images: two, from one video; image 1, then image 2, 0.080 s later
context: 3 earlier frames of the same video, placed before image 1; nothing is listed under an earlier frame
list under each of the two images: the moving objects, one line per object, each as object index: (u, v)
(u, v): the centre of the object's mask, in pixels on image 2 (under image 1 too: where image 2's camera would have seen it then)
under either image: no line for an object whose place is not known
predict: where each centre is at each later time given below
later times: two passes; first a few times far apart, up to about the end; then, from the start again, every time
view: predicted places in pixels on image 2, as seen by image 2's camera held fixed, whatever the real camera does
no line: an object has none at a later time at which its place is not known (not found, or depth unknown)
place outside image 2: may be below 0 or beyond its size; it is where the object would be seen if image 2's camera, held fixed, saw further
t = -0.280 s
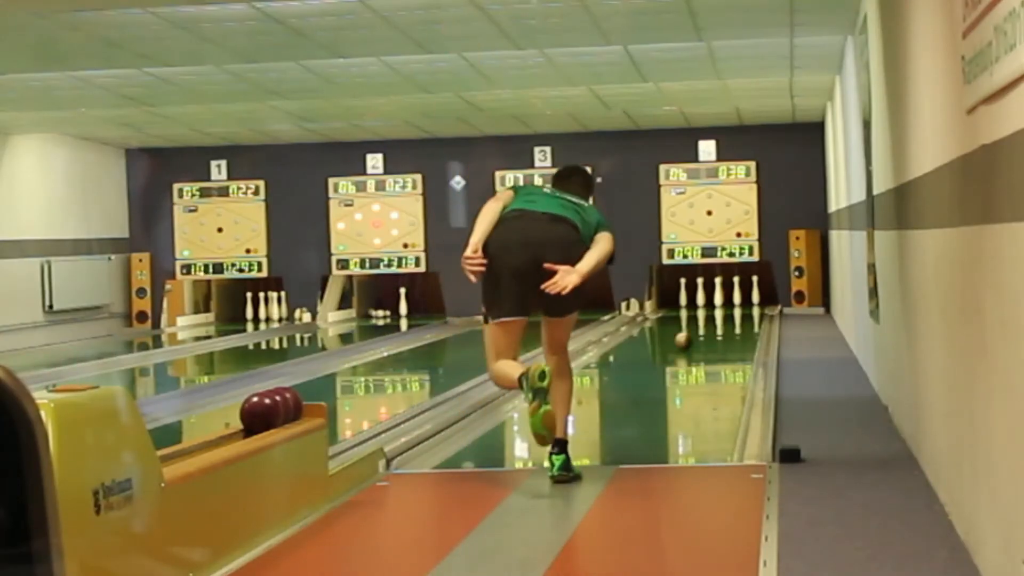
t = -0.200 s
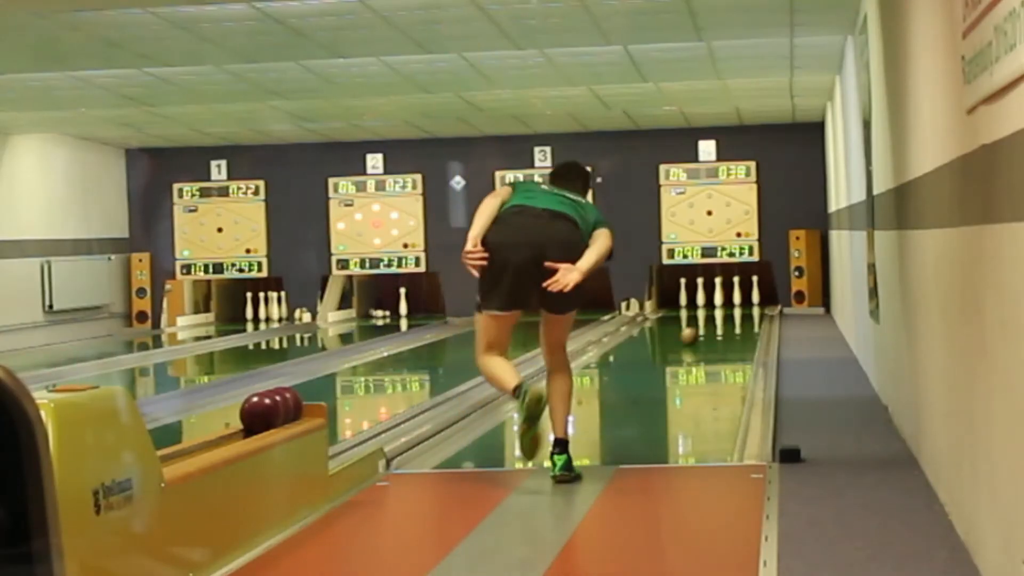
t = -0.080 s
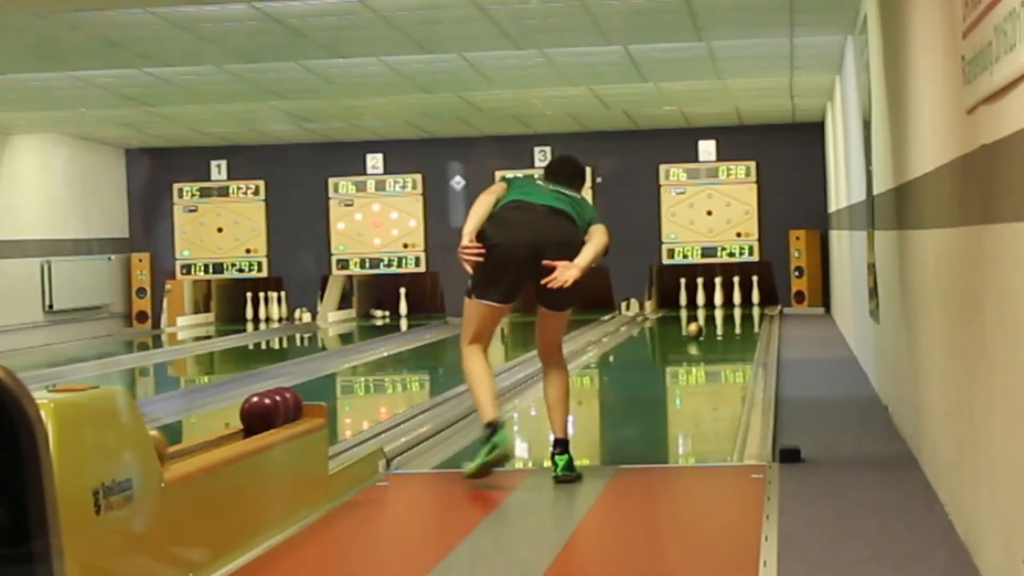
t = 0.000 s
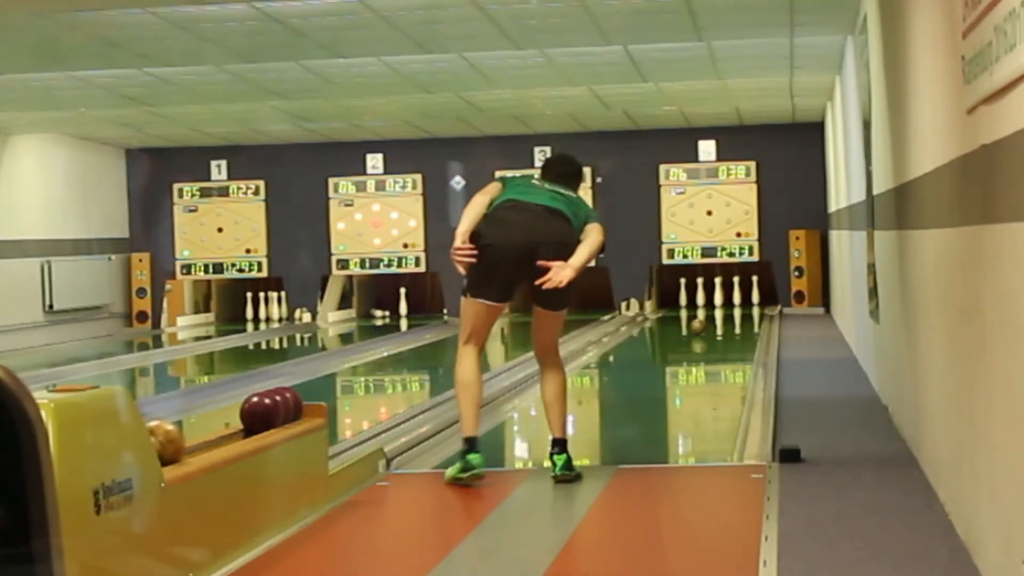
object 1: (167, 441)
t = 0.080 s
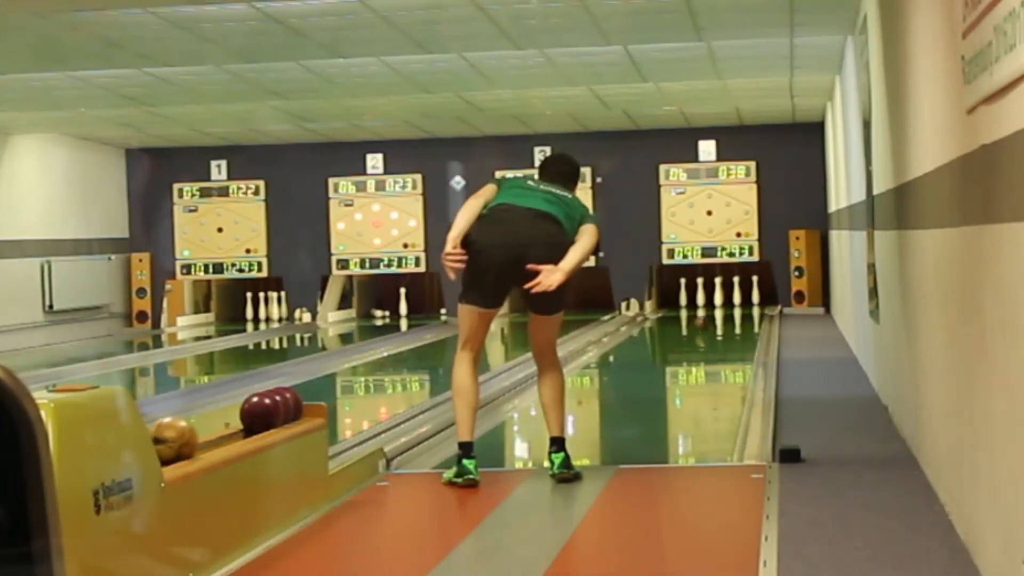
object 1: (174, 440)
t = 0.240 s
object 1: (189, 435)
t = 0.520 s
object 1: (209, 429)
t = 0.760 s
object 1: (225, 424)
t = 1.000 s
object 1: (239, 419)
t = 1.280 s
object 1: (250, 416)
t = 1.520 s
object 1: (250, 416)
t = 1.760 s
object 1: (250, 416)
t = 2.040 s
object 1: (250, 416)
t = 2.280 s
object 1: (250, 416)
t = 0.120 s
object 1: (178, 439)
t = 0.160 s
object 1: (182, 437)
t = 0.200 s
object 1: (186, 436)
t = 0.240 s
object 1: (189, 435)
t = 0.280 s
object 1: (192, 435)
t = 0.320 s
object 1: (195, 433)
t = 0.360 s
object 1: (198, 432)
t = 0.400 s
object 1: (202, 431)
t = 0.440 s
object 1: (204, 430)
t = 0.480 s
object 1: (206, 430)
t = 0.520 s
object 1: (209, 429)
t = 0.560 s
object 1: (212, 428)
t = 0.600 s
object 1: (215, 428)
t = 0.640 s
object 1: (217, 427)
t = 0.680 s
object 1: (220, 426)
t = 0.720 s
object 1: (223, 425)
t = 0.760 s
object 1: (225, 424)
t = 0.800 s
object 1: (227, 423)
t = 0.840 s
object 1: (230, 423)
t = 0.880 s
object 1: (232, 422)
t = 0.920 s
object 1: (235, 421)
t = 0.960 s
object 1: (237, 420)
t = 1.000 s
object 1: (239, 419)
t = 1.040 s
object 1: (242, 418)
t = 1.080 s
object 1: (244, 418)
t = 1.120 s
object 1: (247, 418)
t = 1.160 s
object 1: (249, 417)
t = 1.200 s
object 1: (250, 417)
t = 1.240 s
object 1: (250, 416)
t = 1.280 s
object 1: (250, 416)
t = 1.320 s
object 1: (250, 416)
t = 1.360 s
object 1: (250, 416)
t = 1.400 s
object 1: (250, 416)
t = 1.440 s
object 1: (250, 416)
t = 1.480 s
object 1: (250, 416)
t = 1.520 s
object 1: (250, 416)
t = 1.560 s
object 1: (250, 416)
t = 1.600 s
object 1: (250, 416)
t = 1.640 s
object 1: (250, 416)
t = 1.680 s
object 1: (250, 416)
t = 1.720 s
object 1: (250, 416)
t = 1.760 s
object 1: (250, 416)
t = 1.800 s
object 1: (250, 416)
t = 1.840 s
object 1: (250, 416)
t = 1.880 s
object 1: (250, 416)
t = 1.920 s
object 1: (250, 416)
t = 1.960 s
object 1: (250, 416)
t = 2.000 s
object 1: (250, 416)
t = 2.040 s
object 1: (250, 416)
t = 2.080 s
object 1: (250, 416)
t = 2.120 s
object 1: (250, 416)
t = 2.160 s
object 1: (250, 416)
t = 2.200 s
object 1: (250, 416)
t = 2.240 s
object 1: (250, 416)
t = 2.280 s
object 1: (250, 416)
